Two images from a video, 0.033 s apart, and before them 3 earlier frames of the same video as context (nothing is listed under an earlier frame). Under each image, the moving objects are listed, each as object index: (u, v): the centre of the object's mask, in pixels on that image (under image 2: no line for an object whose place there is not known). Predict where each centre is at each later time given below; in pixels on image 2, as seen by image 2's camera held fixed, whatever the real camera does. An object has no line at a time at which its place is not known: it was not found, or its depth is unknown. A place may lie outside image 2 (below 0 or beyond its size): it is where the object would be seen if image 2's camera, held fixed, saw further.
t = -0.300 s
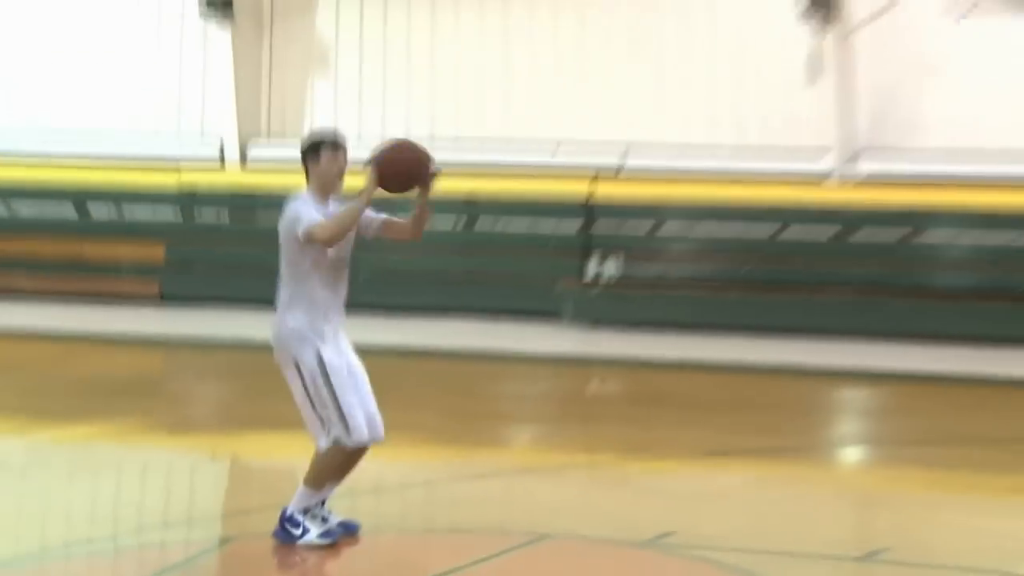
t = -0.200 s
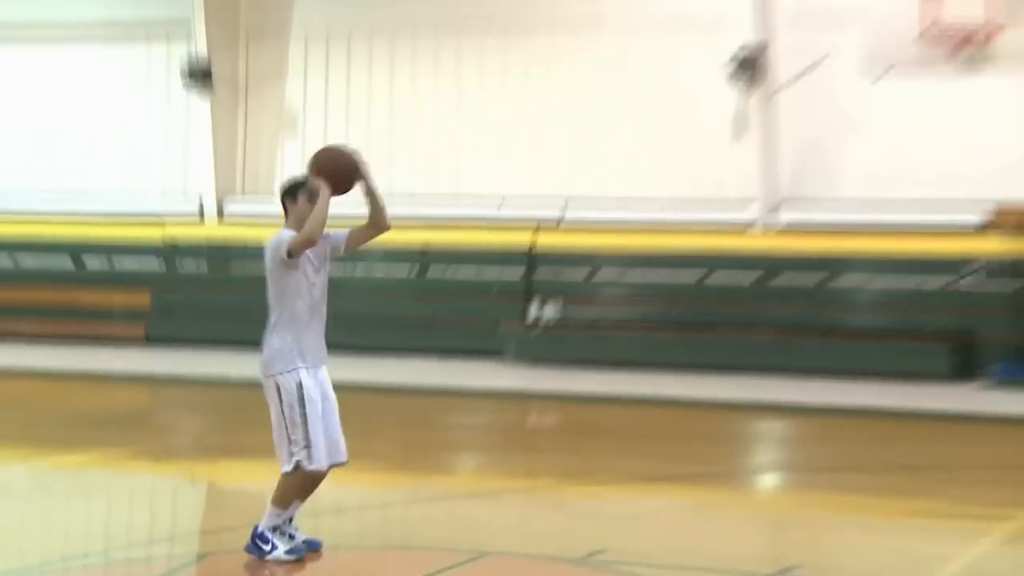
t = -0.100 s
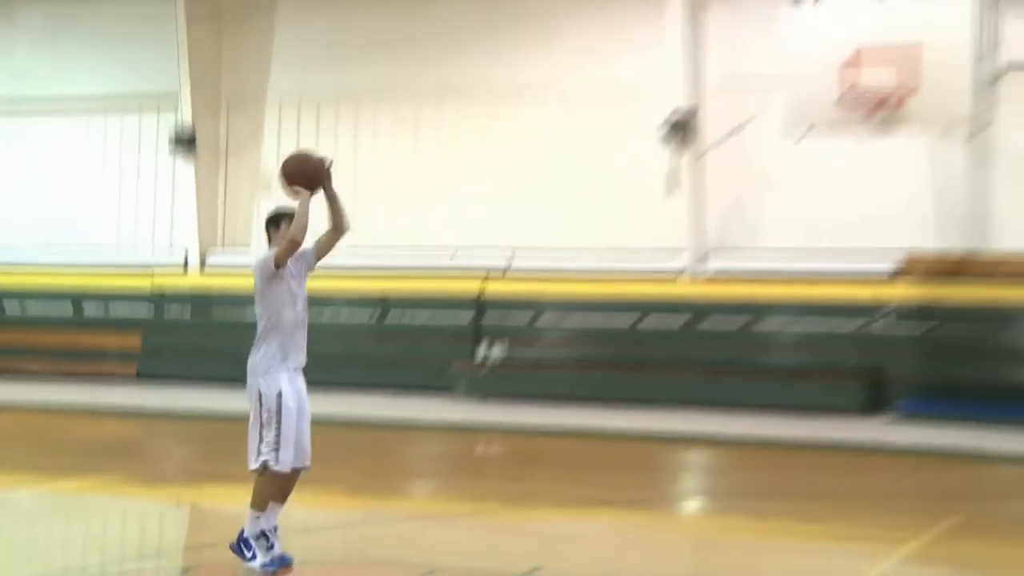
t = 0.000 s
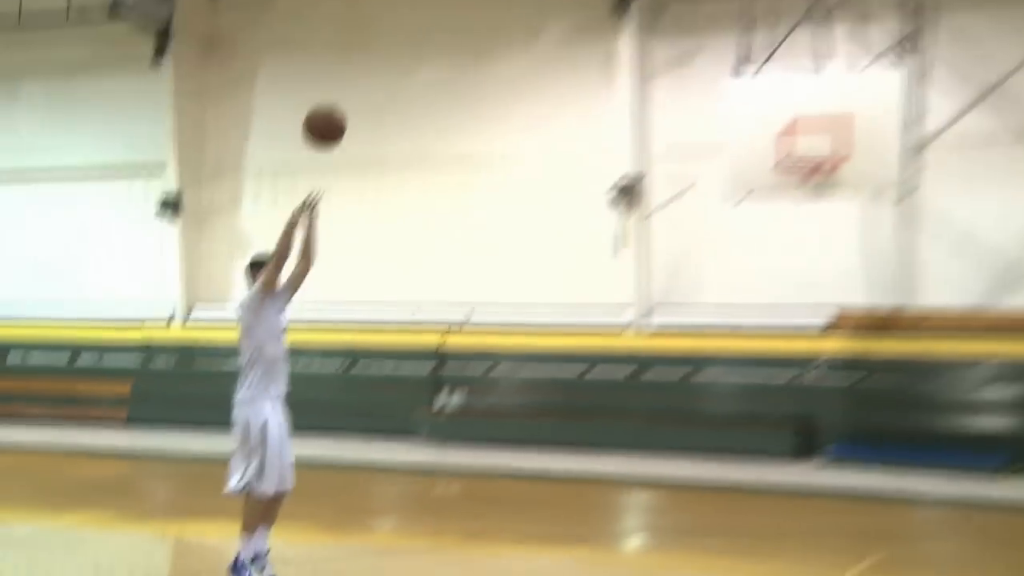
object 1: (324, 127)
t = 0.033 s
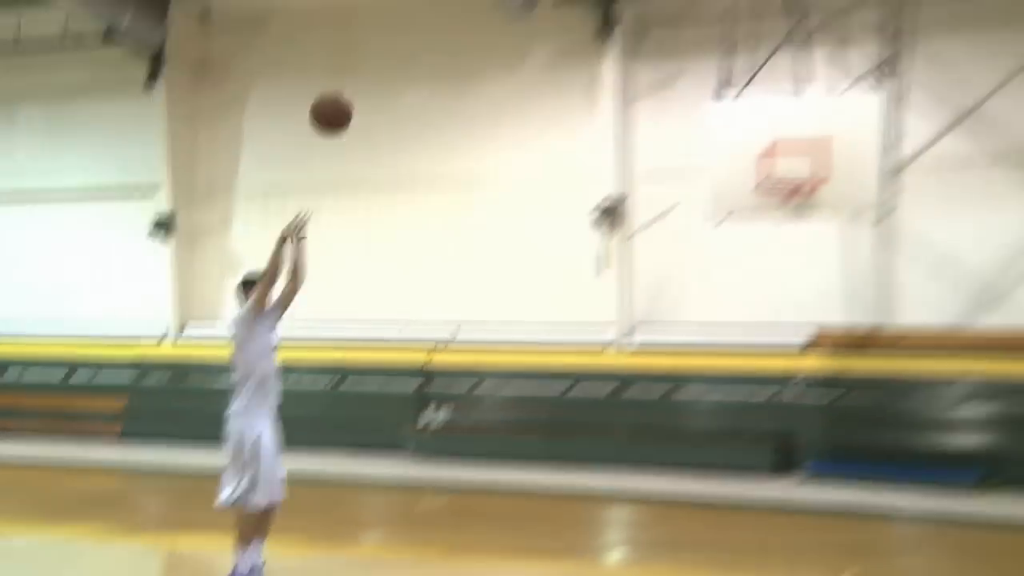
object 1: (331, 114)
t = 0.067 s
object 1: (348, 80)
